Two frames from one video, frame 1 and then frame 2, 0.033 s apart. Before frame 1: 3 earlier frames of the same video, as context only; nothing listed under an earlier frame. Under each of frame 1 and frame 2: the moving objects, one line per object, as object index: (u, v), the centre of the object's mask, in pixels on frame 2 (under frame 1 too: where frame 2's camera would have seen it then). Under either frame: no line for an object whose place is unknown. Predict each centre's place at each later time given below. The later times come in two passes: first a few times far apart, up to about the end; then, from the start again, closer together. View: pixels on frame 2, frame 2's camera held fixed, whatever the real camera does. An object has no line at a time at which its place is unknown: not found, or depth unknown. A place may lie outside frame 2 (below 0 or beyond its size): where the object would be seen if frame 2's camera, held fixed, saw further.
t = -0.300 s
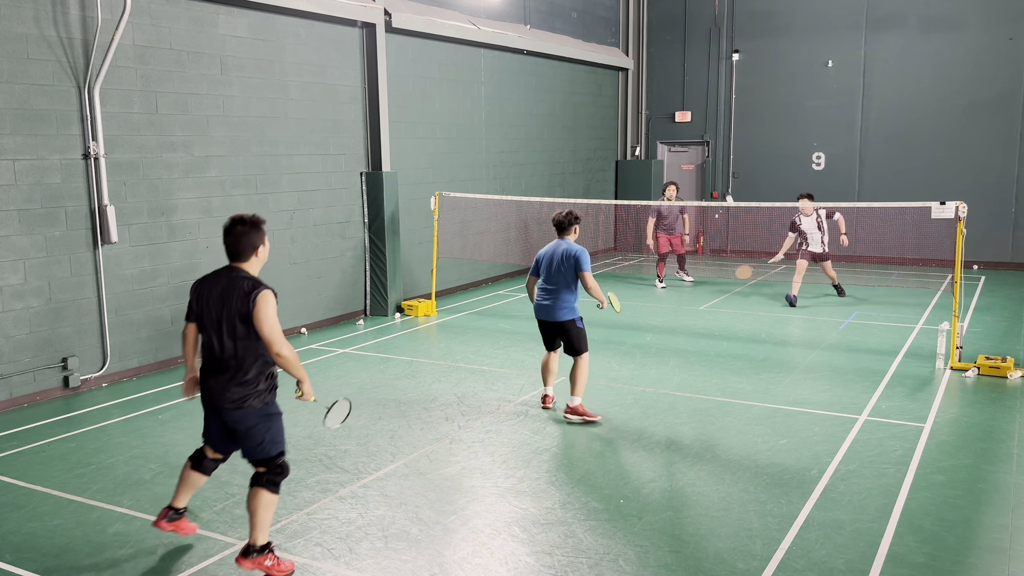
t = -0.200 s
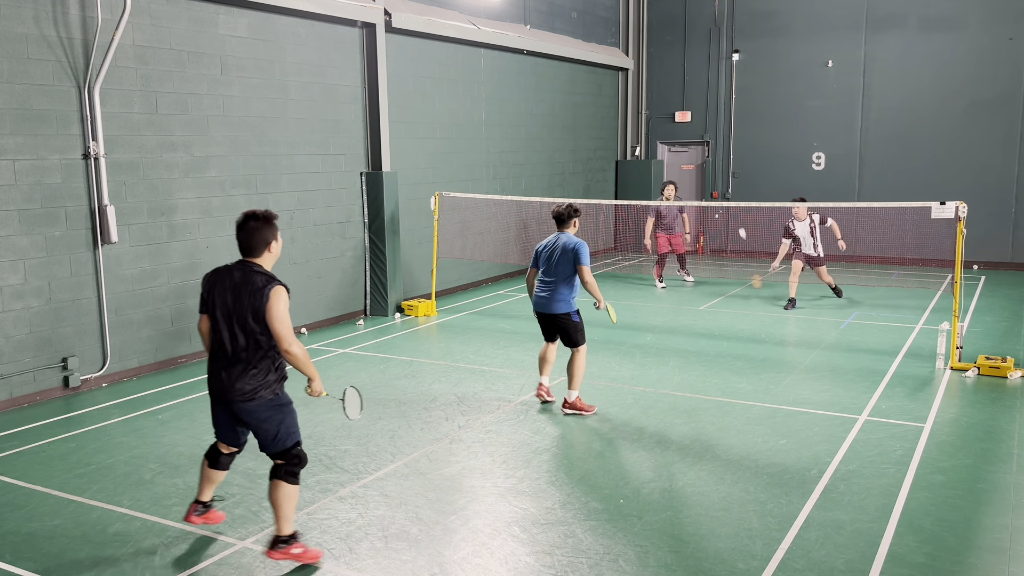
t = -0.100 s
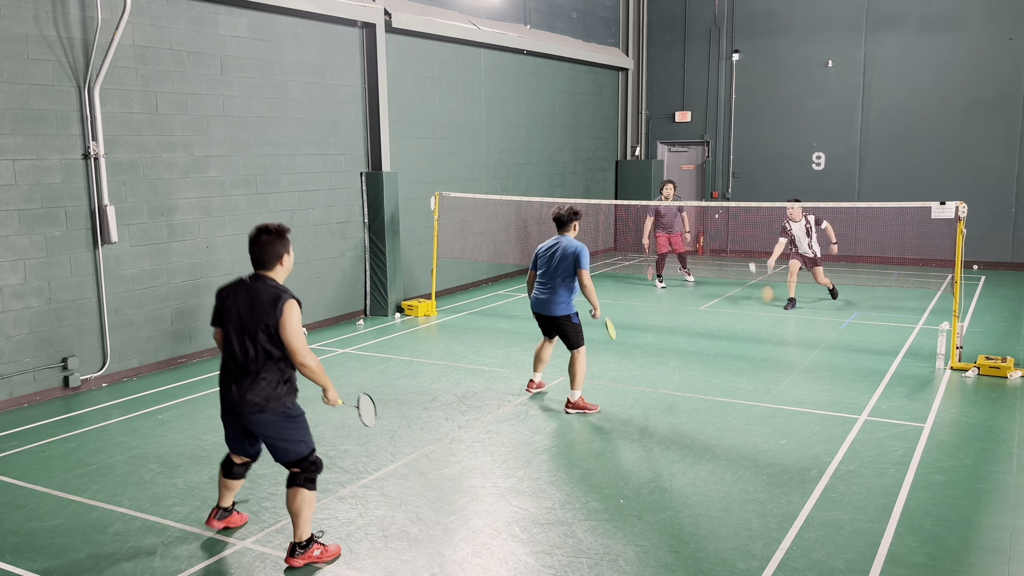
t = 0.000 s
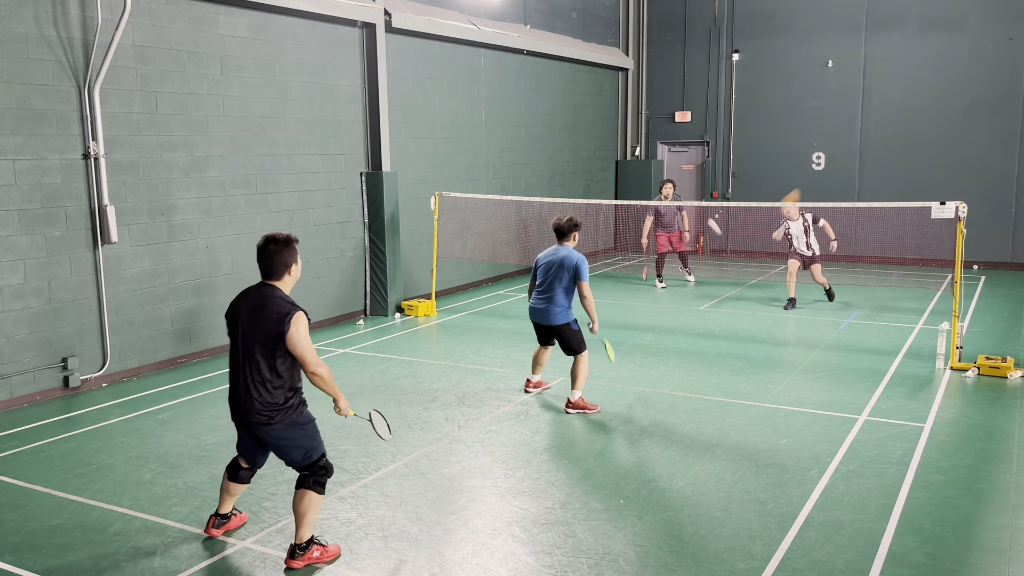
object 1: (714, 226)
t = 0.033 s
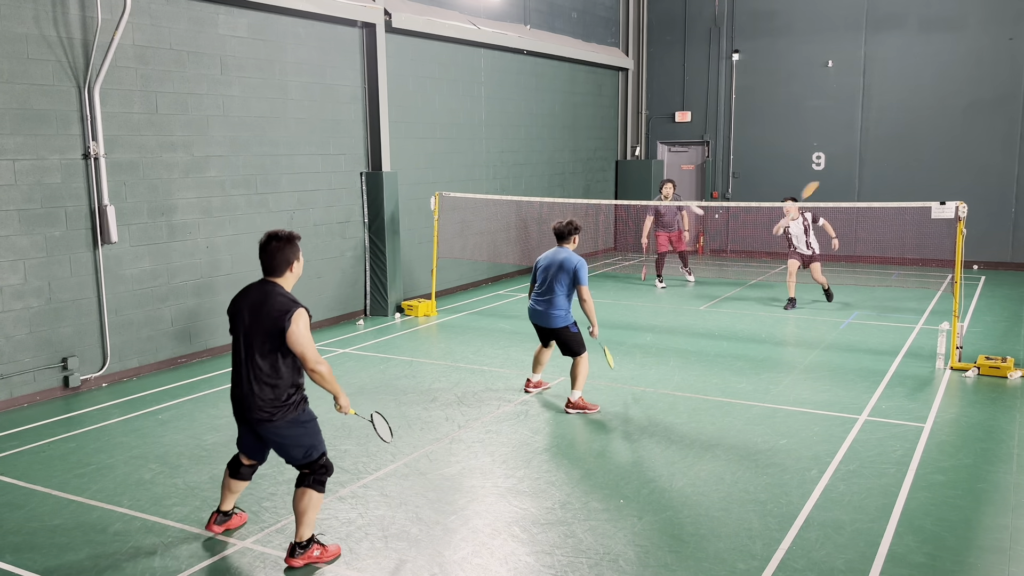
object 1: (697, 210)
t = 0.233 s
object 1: (593, 126)
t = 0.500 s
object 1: (465, 83)
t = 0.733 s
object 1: (353, 118)
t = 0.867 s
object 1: (292, 171)
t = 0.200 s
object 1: (609, 137)
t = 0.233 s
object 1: (593, 126)
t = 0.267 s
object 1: (576, 116)
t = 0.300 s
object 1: (560, 108)
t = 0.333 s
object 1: (544, 100)
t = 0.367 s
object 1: (528, 94)
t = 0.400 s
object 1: (513, 89)
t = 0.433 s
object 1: (497, 86)
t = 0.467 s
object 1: (481, 84)
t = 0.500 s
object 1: (465, 83)
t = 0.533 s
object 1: (449, 84)
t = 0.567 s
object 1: (433, 85)
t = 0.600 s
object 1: (417, 89)
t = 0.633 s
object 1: (401, 94)
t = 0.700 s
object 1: (369, 108)
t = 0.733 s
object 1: (353, 118)
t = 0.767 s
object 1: (338, 129)
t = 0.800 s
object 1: (322, 141)
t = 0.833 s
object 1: (307, 155)
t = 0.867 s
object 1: (292, 171)
